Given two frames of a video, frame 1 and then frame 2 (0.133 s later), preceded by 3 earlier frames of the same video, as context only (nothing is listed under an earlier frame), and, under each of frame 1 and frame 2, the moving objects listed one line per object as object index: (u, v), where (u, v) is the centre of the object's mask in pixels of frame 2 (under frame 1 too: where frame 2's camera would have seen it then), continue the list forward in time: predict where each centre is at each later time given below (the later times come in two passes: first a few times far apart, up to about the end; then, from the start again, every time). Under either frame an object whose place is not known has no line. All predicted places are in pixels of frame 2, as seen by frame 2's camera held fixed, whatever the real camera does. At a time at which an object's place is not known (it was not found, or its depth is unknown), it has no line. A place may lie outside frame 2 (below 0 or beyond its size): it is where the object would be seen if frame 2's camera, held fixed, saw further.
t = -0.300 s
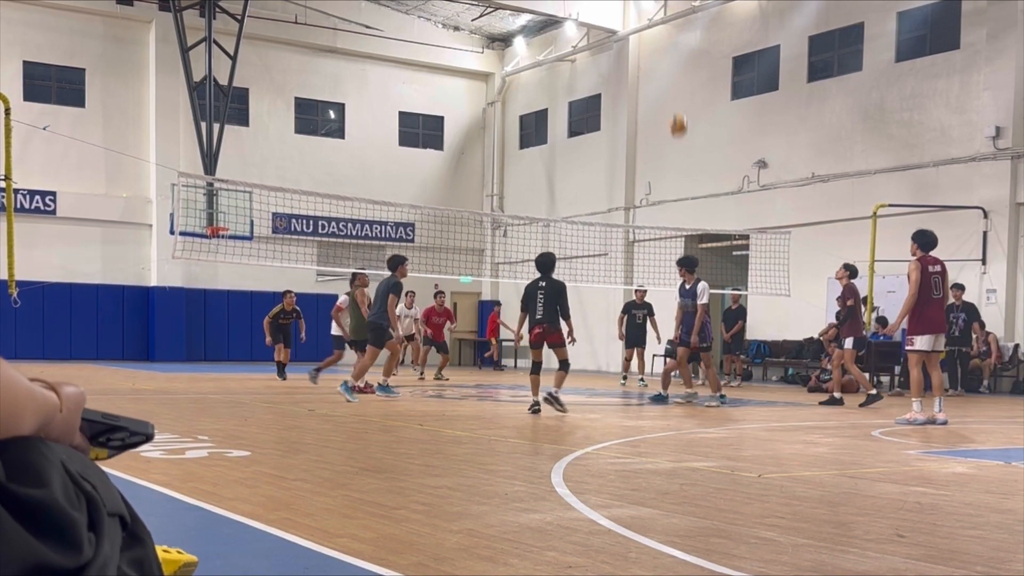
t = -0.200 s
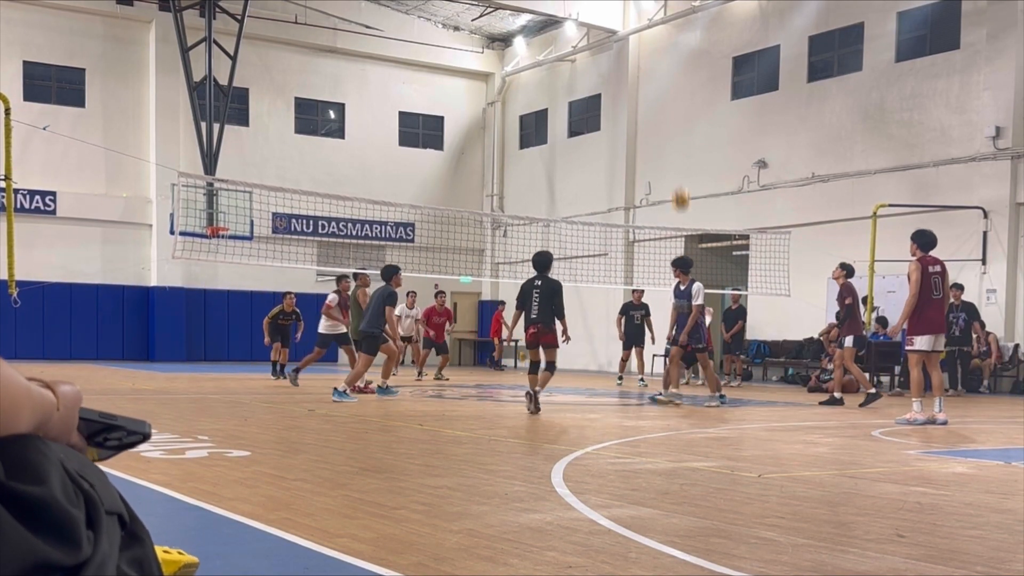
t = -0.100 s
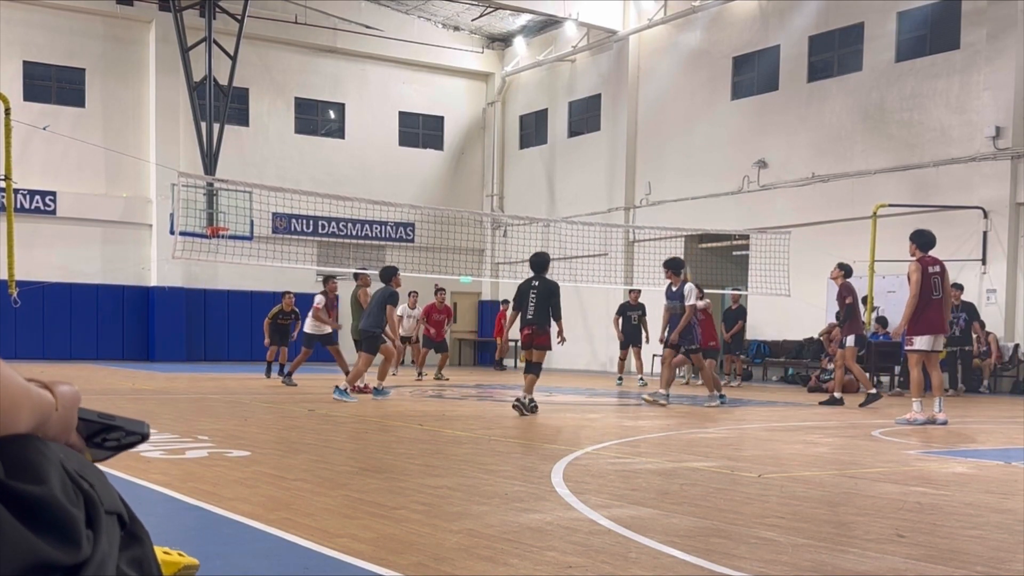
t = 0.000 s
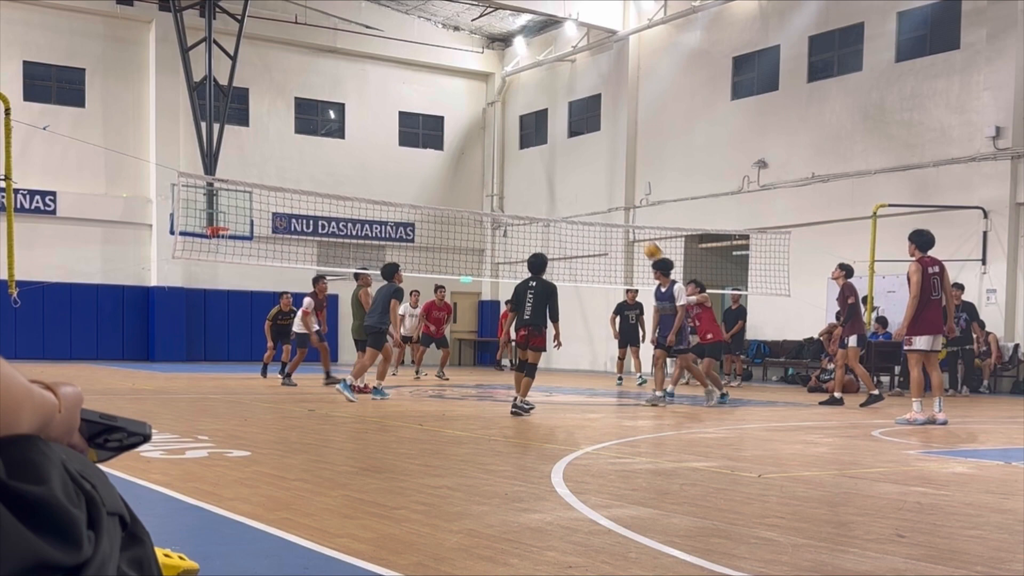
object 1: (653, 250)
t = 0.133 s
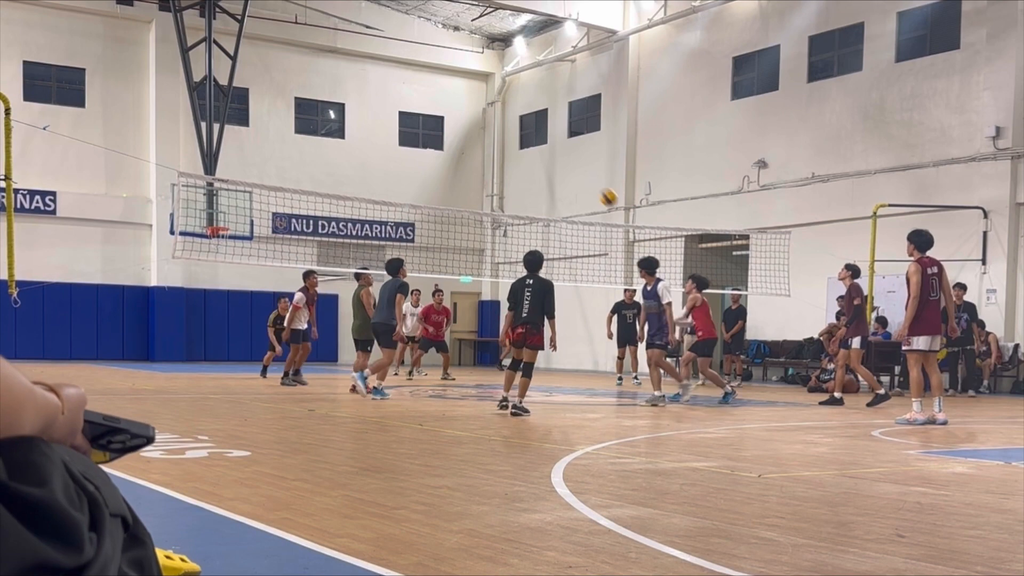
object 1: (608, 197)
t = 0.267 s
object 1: (568, 161)
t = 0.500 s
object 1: (506, 136)
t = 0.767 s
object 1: (446, 155)
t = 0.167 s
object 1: (598, 187)
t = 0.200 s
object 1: (587, 177)
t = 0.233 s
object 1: (578, 168)
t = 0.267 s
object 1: (568, 161)
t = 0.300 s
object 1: (559, 155)
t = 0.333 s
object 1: (550, 150)
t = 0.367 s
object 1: (541, 145)
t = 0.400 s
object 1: (532, 141)
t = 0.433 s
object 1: (524, 139)
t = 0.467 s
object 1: (515, 137)
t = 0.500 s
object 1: (506, 136)
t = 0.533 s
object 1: (498, 136)
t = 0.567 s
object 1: (490, 136)
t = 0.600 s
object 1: (483, 138)
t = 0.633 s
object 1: (475, 140)
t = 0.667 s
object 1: (468, 142)
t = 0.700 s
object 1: (460, 146)
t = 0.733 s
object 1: (454, 150)
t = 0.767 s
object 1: (446, 155)
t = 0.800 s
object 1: (439, 160)
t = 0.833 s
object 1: (432, 167)
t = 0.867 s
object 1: (425, 173)
